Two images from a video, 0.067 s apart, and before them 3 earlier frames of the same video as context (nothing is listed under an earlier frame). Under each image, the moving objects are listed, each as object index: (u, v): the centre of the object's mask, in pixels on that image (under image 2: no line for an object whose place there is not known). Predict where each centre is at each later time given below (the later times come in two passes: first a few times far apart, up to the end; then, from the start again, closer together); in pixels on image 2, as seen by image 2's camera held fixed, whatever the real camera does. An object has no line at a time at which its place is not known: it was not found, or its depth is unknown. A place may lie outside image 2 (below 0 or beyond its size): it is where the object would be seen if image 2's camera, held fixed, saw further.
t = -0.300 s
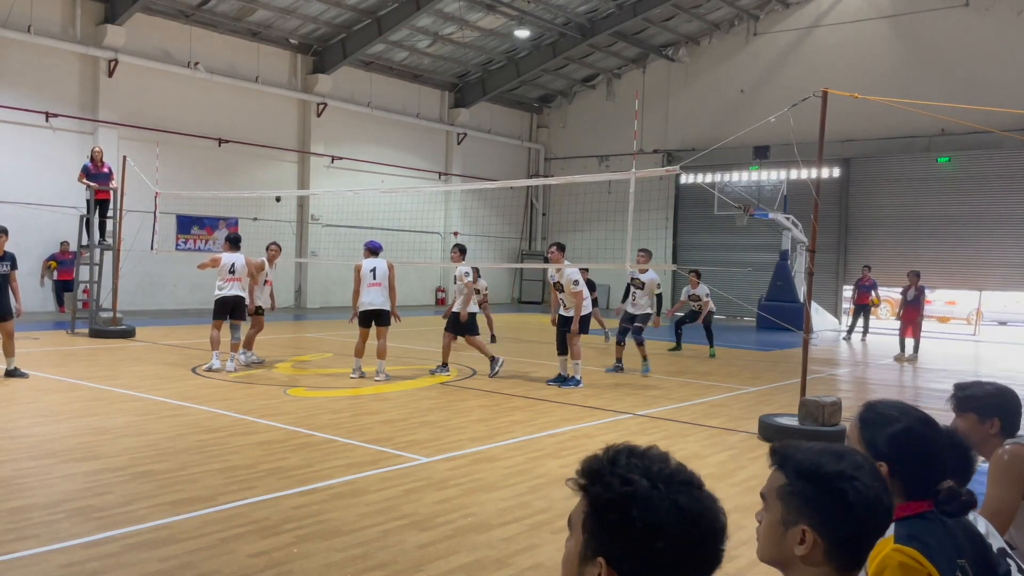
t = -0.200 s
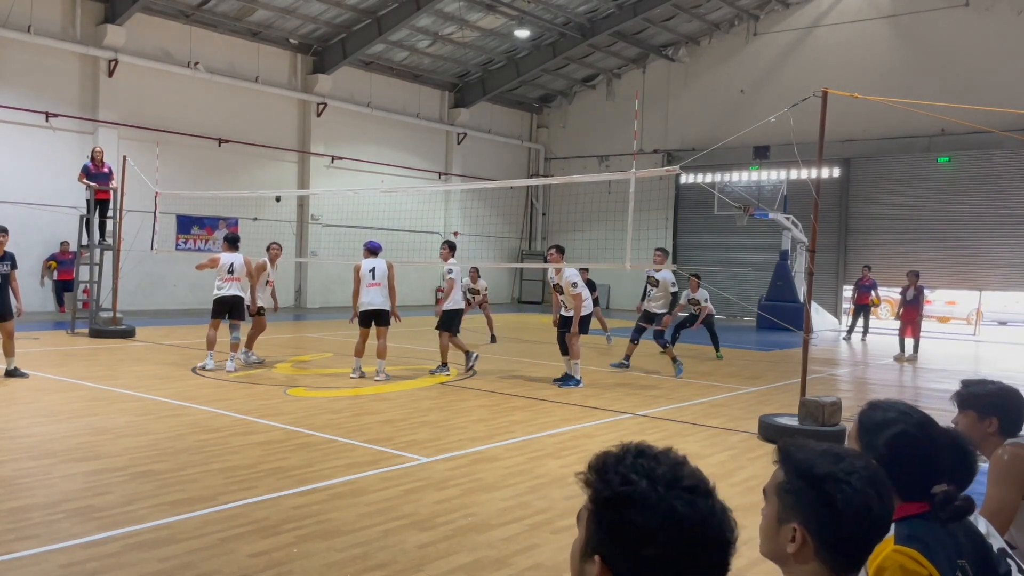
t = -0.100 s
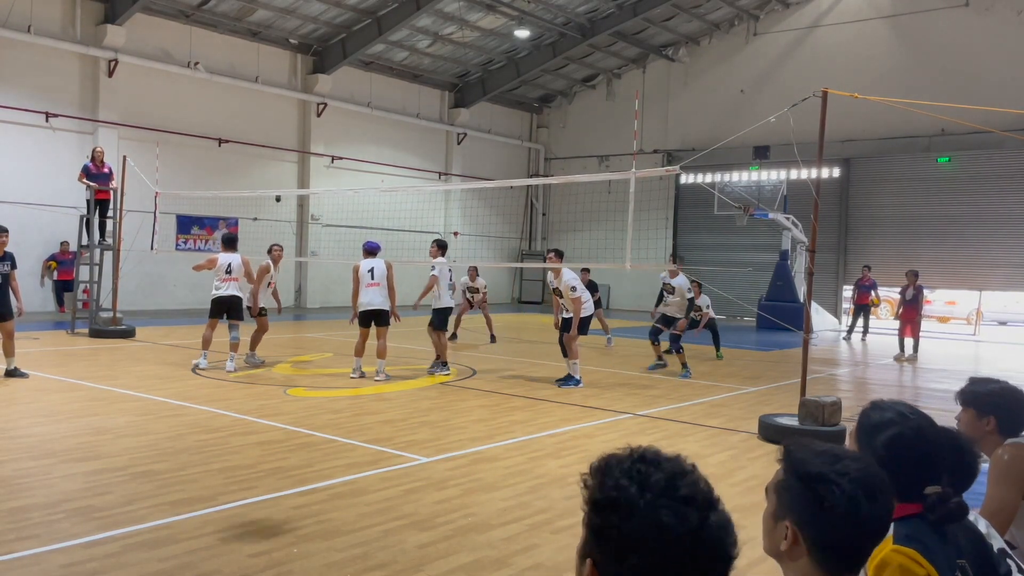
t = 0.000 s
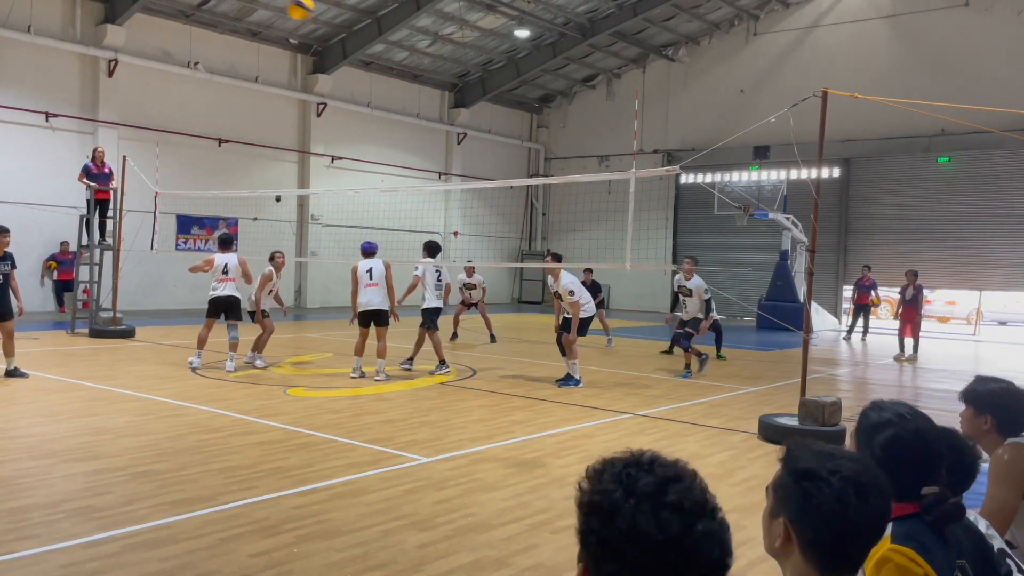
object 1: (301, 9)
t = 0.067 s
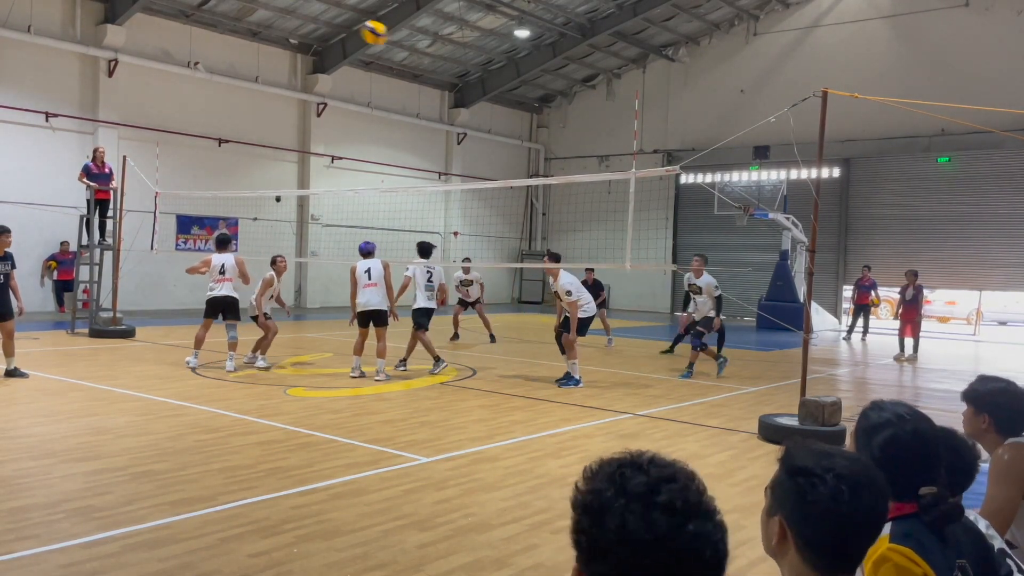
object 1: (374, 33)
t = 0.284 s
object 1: (543, 119)
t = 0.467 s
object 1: (638, 186)
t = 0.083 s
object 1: (391, 39)
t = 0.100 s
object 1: (407, 46)
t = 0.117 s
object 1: (423, 53)
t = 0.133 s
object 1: (437, 59)
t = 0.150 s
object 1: (451, 67)
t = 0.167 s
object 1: (464, 73)
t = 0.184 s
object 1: (476, 80)
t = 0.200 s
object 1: (488, 87)
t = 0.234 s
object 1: (511, 100)
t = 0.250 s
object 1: (522, 106)
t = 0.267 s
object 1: (533, 112)
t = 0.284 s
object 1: (543, 119)
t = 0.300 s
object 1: (553, 125)
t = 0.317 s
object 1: (563, 131)
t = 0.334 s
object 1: (572, 138)
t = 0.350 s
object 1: (581, 144)
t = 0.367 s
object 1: (589, 150)
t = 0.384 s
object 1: (598, 156)
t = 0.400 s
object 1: (605, 162)
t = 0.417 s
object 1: (613, 166)
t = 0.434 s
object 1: (620, 170)
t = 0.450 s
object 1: (625, 183)
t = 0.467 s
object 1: (638, 186)
